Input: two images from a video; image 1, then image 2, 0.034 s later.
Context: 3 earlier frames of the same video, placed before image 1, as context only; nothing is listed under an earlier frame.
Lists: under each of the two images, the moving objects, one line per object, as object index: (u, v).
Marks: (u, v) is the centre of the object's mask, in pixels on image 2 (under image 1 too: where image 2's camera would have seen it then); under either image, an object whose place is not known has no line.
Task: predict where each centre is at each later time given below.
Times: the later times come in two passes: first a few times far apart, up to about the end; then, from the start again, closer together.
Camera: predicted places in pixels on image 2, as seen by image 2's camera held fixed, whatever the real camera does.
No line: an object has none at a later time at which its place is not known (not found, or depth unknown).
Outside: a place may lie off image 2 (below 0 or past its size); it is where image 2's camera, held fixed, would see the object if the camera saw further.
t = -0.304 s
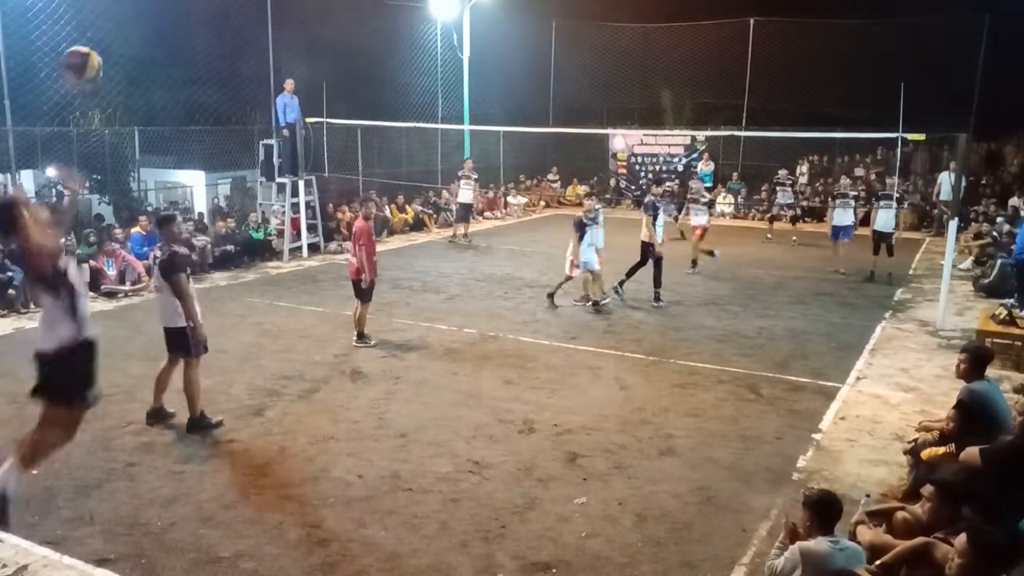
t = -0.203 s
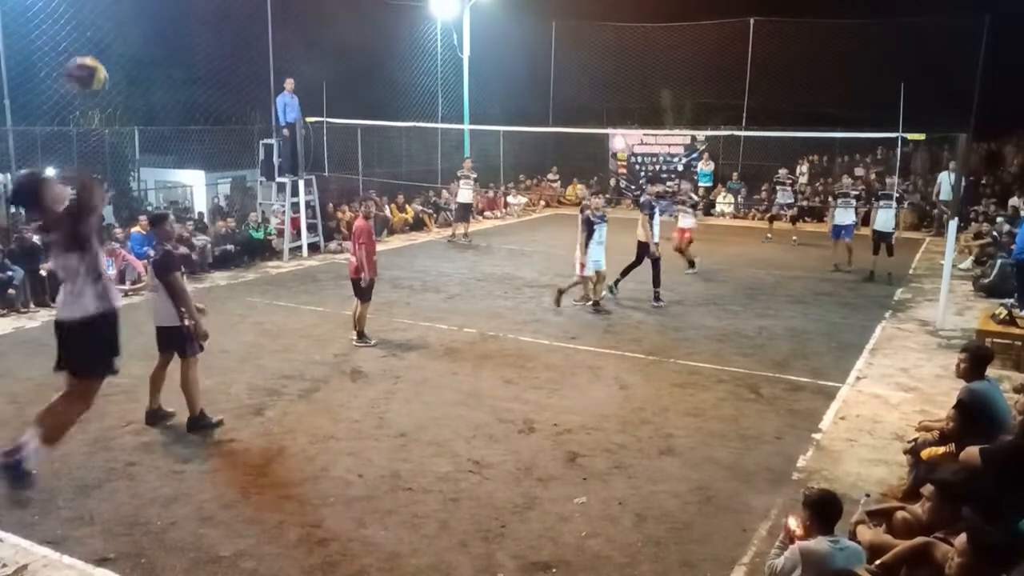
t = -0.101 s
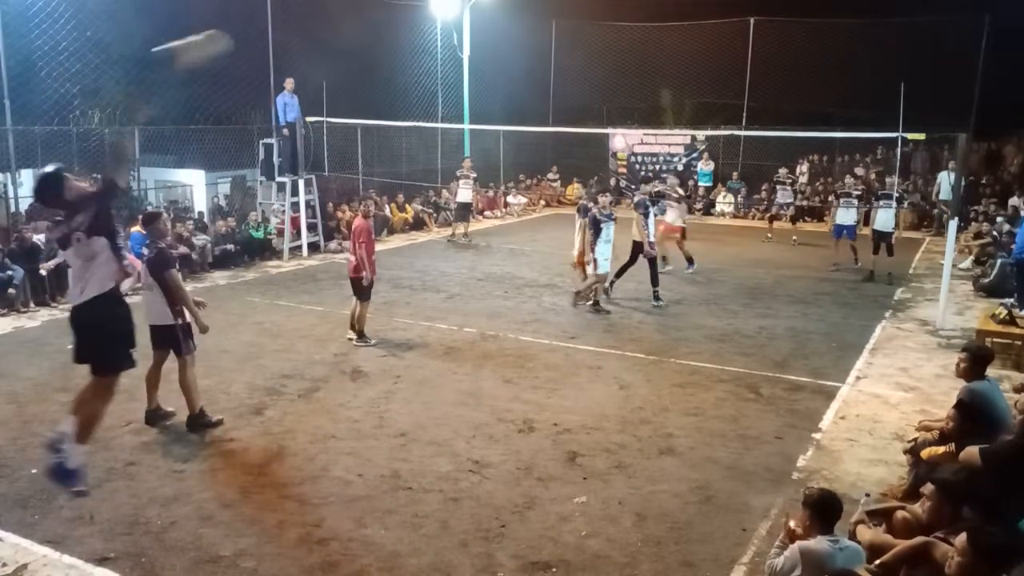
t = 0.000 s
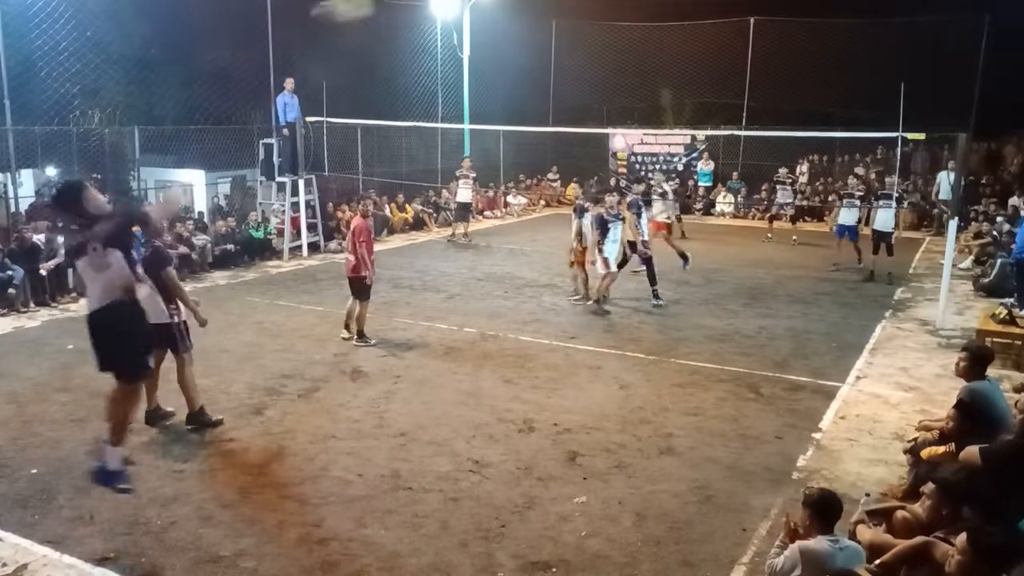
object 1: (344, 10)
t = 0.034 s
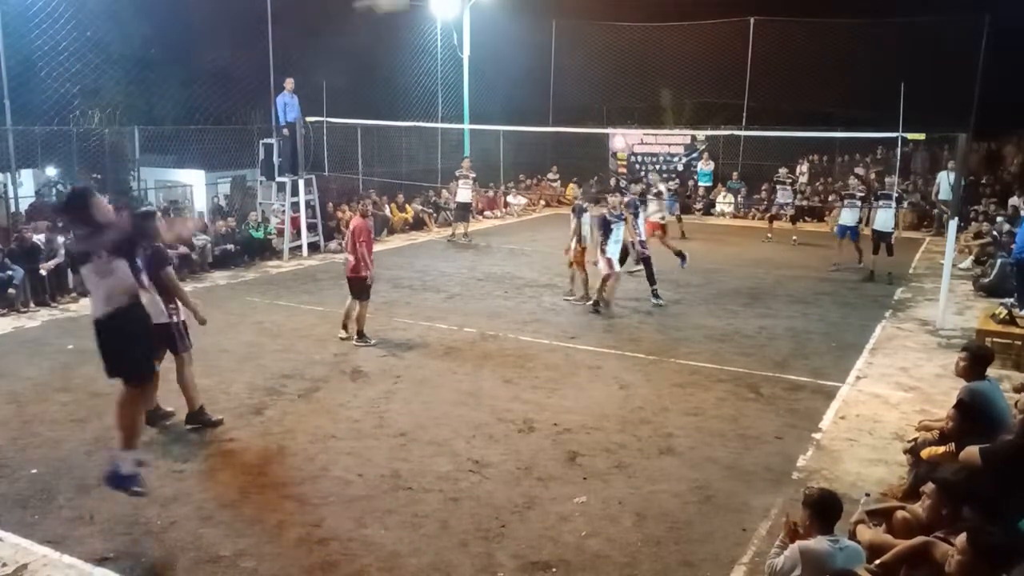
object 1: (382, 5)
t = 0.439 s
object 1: (661, 15)
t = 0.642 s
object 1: (730, 61)
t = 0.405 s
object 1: (647, 10)
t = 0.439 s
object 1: (661, 15)
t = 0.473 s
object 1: (674, 22)
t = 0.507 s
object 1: (687, 29)
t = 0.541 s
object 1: (699, 36)
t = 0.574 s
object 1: (710, 44)
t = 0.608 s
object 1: (721, 53)
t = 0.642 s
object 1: (730, 61)
